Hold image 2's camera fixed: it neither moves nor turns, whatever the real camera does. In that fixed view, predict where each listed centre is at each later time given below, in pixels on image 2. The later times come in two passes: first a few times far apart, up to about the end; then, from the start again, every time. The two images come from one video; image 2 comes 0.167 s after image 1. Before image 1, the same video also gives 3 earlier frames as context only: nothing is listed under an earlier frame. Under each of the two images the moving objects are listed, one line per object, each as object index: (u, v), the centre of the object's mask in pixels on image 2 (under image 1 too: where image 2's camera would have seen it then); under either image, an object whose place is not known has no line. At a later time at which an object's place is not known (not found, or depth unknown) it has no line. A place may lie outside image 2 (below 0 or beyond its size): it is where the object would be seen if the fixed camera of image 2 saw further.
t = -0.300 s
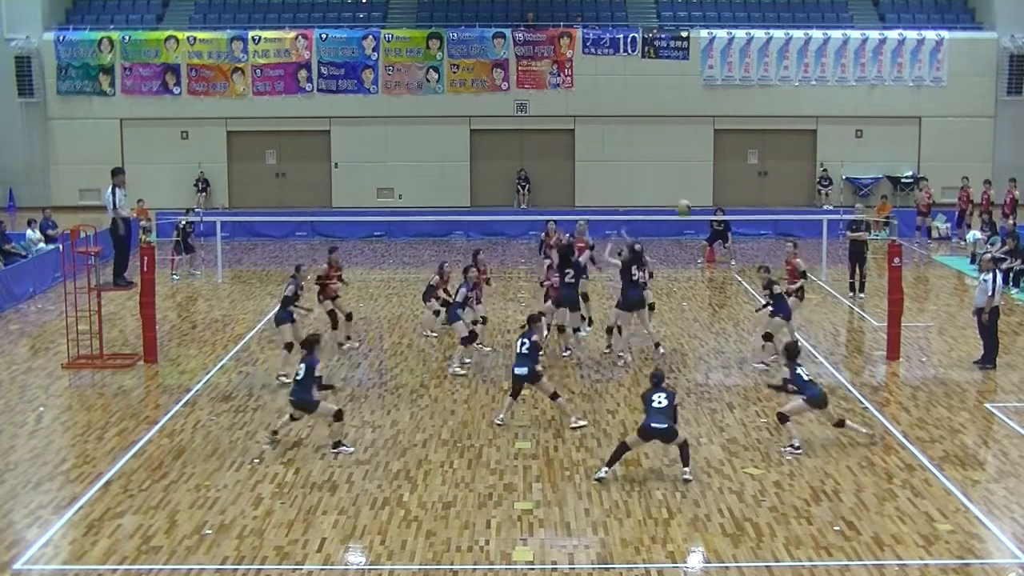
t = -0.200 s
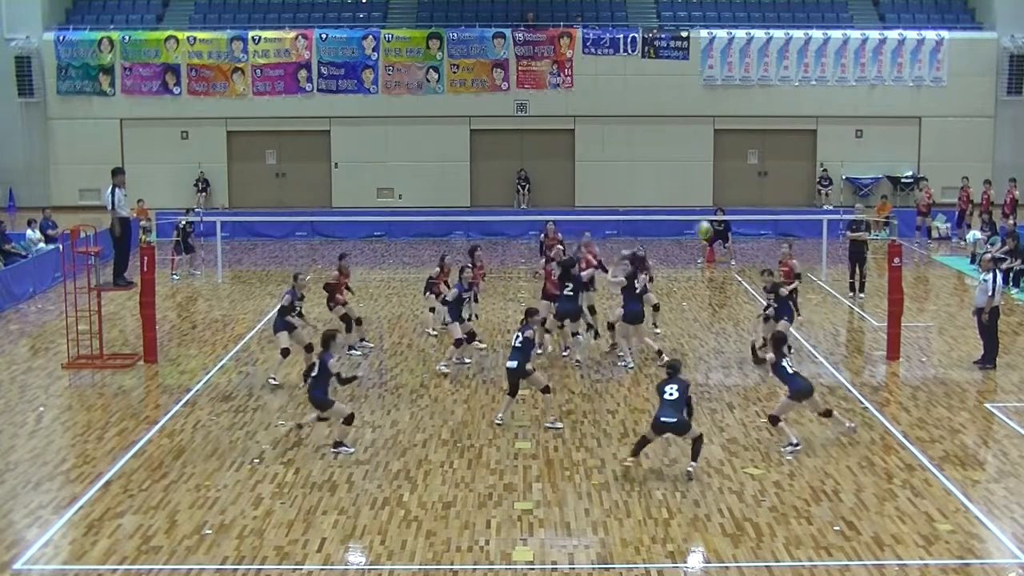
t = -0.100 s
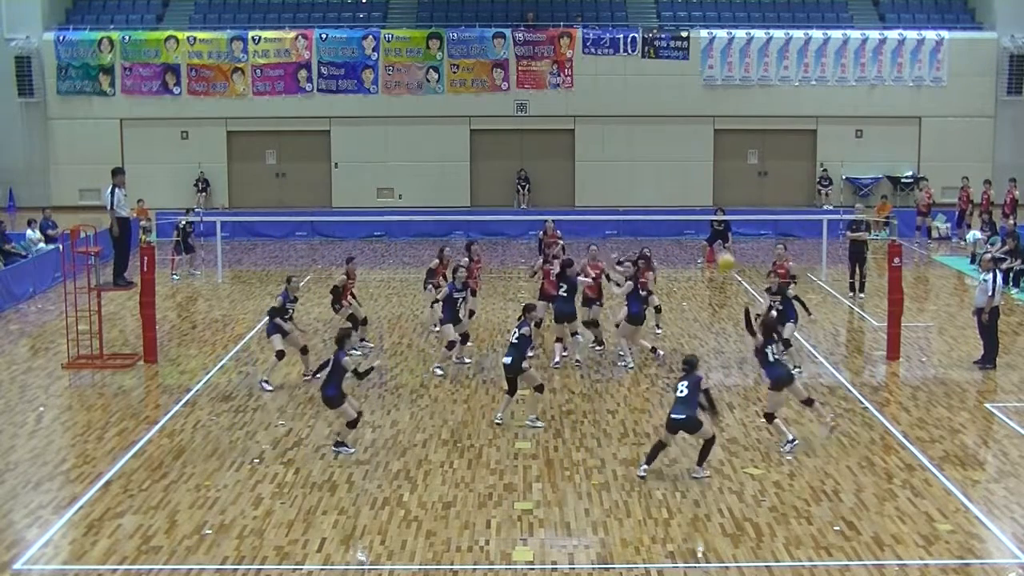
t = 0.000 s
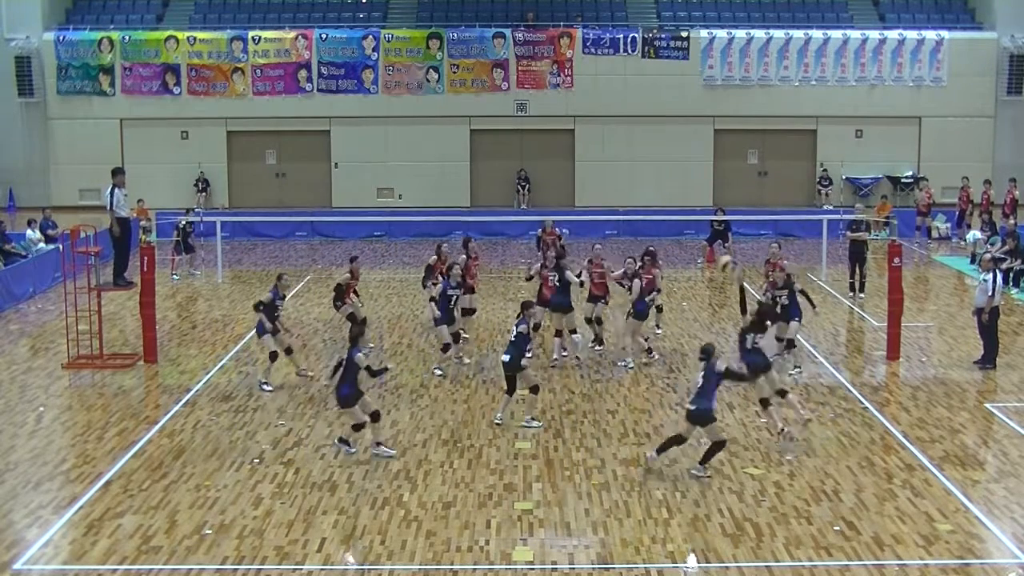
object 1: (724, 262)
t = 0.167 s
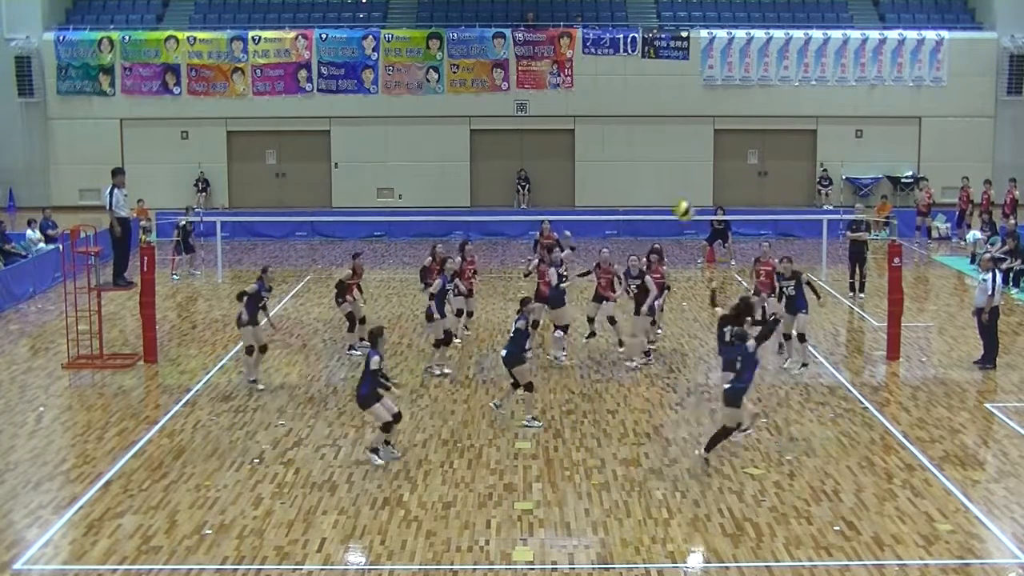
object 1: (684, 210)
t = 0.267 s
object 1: (658, 189)
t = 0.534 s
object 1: (585, 176)
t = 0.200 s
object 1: (676, 202)
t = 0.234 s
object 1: (667, 195)
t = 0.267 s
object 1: (658, 189)
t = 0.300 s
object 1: (649, 184)
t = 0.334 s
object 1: (639, 179)
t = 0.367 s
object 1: (631, 175)
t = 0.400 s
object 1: (623, 174)
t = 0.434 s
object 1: (611, 173)
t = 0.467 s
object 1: (603, 172)
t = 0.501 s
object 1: (595, 174)
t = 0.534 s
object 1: (585, 176)
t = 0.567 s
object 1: (573, 179)
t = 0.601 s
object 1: (564, 182)
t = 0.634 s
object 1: (556, 188)
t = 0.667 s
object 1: (547, 195)
